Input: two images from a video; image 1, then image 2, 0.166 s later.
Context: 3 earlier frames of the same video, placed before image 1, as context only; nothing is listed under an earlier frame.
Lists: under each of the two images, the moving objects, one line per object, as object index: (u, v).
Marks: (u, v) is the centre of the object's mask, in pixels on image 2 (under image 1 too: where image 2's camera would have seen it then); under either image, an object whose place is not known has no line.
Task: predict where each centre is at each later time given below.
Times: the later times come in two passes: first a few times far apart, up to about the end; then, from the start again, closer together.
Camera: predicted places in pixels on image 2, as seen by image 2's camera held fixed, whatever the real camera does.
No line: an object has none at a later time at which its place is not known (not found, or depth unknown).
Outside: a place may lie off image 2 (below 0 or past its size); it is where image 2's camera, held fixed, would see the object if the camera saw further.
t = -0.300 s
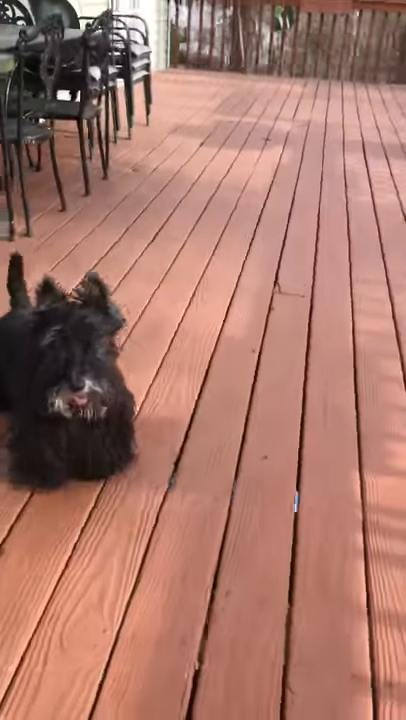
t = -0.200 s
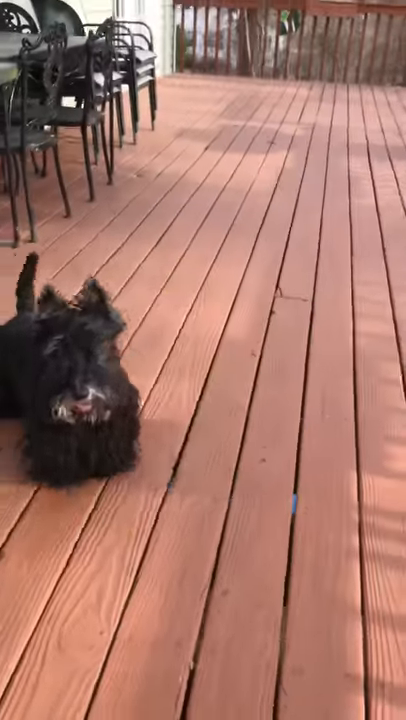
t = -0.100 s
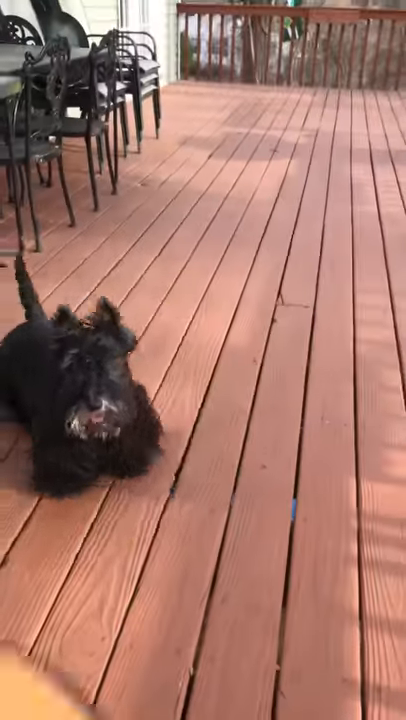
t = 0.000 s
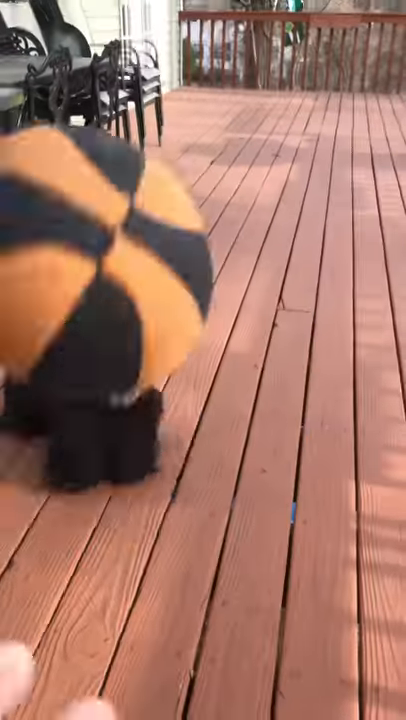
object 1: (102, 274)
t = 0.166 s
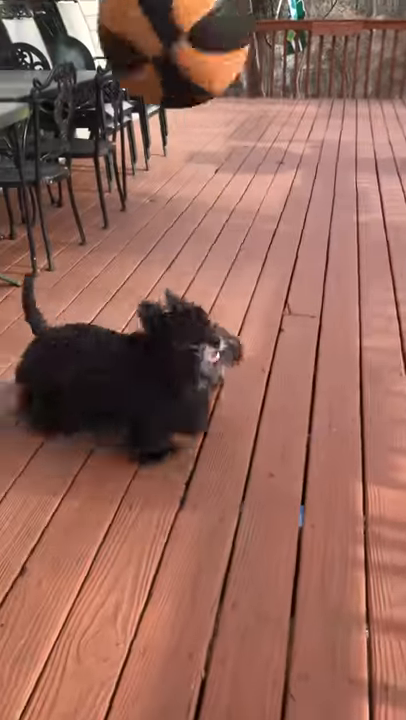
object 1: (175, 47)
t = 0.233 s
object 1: (195, 40)
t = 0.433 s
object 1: (224, 130)
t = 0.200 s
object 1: (183, 43)
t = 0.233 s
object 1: (195, 40)
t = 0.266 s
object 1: (202, 41)
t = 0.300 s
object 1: (208, 48)
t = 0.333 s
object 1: (213, 66)
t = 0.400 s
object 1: (222, 107)
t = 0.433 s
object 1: (224, 130)
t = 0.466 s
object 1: (228, 154)
